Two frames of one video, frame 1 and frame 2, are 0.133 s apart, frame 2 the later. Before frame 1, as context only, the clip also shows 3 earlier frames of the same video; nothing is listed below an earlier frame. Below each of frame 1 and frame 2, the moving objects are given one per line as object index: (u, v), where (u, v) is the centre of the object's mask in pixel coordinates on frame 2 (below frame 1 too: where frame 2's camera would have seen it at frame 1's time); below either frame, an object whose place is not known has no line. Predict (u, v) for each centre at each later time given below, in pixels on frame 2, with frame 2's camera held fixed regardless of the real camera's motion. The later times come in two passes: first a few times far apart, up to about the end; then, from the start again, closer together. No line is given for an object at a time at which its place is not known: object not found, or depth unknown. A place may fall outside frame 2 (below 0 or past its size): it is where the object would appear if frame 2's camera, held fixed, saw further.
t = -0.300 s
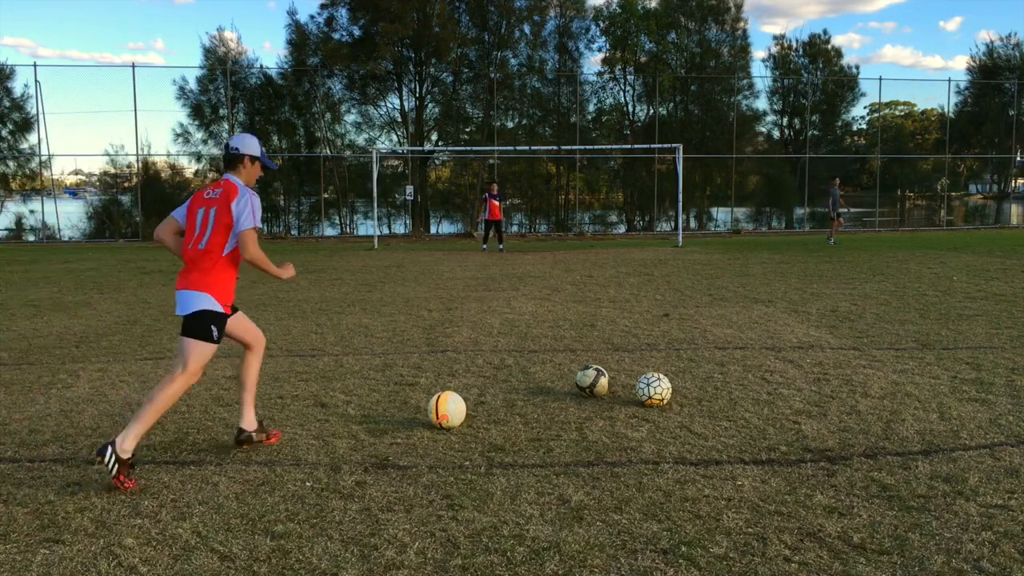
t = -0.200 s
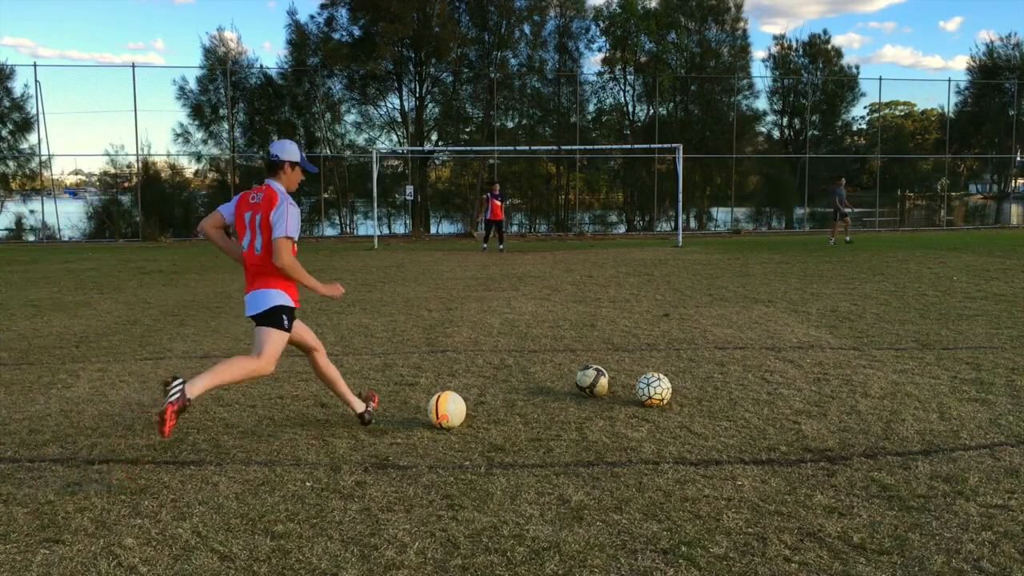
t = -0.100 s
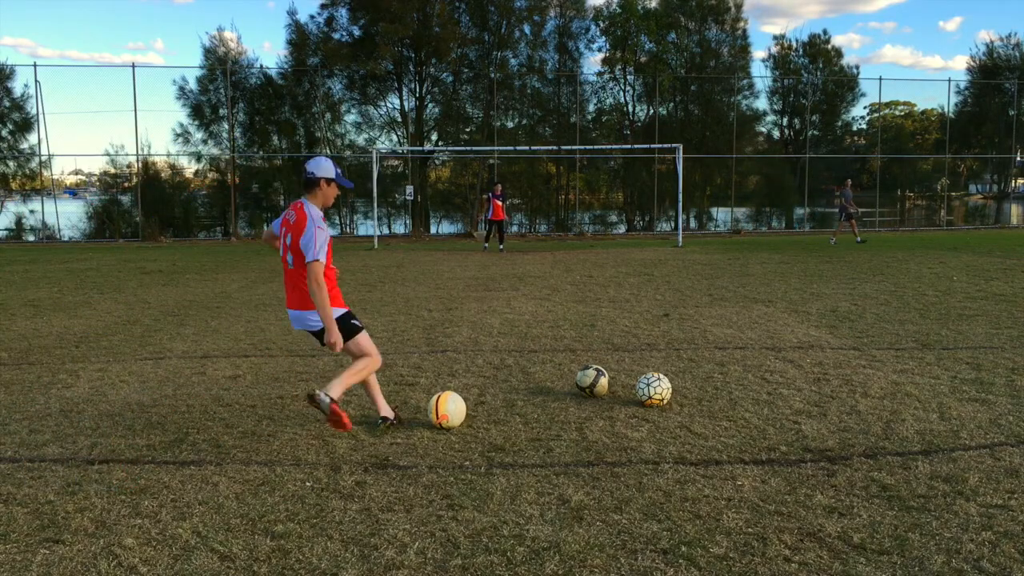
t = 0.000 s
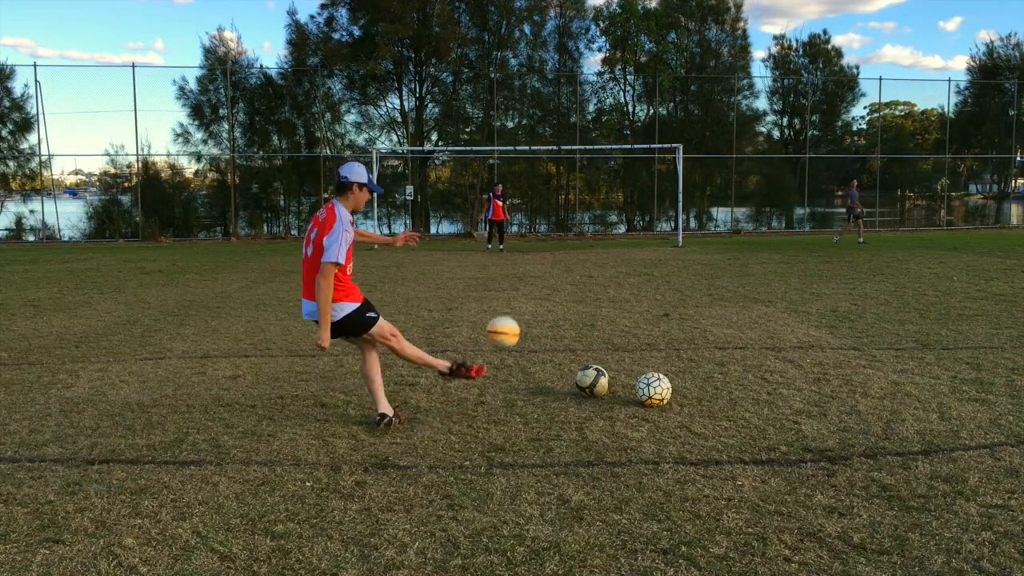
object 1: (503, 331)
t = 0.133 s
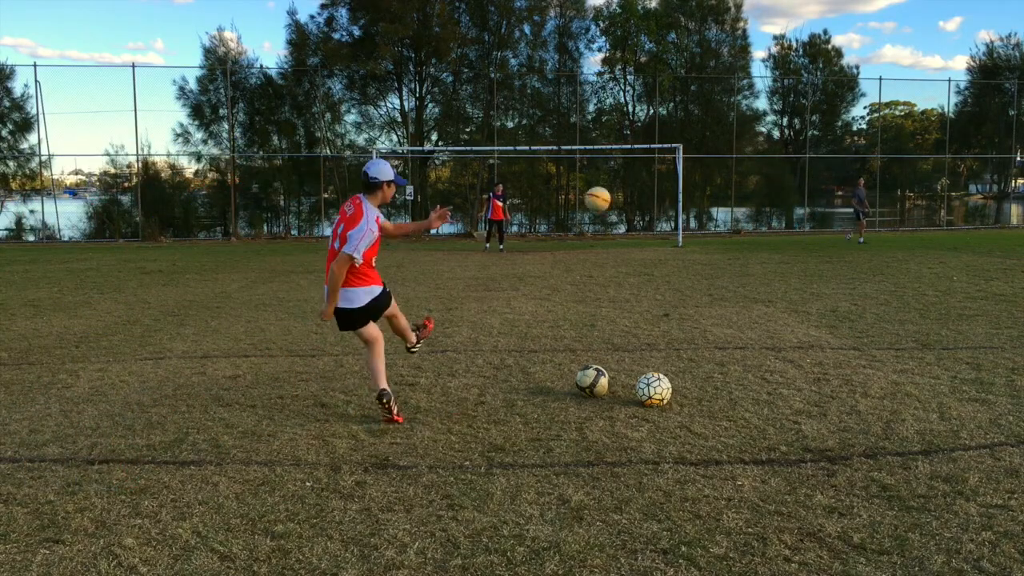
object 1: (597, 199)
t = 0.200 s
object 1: (626, 159)
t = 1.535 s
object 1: (651, 199)
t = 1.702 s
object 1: (640, 235)
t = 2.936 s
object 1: (580, 218)
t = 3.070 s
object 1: (582, 212)
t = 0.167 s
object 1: (613, 178)
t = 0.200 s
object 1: (626, 159)
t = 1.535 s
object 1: (651, 199)
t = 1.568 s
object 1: (648, 207)
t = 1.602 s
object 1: (646, 214)
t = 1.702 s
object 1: (640, 235)
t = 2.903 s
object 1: (582, 220)
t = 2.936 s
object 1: (580, 218)
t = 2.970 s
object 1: (580, 216)
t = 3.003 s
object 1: (579, 215)
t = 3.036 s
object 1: (581, 214)
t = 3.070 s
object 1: (582, 212)
